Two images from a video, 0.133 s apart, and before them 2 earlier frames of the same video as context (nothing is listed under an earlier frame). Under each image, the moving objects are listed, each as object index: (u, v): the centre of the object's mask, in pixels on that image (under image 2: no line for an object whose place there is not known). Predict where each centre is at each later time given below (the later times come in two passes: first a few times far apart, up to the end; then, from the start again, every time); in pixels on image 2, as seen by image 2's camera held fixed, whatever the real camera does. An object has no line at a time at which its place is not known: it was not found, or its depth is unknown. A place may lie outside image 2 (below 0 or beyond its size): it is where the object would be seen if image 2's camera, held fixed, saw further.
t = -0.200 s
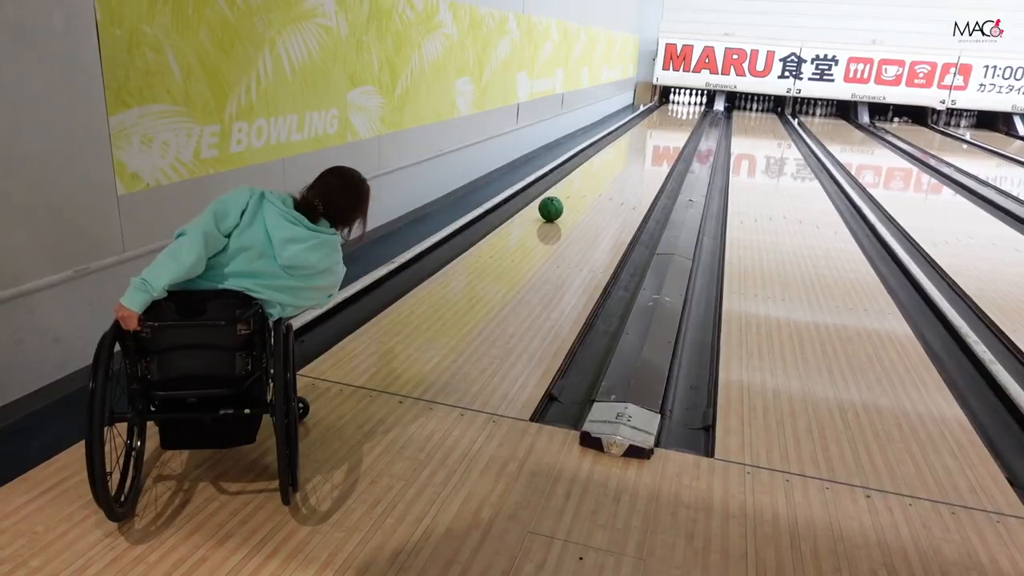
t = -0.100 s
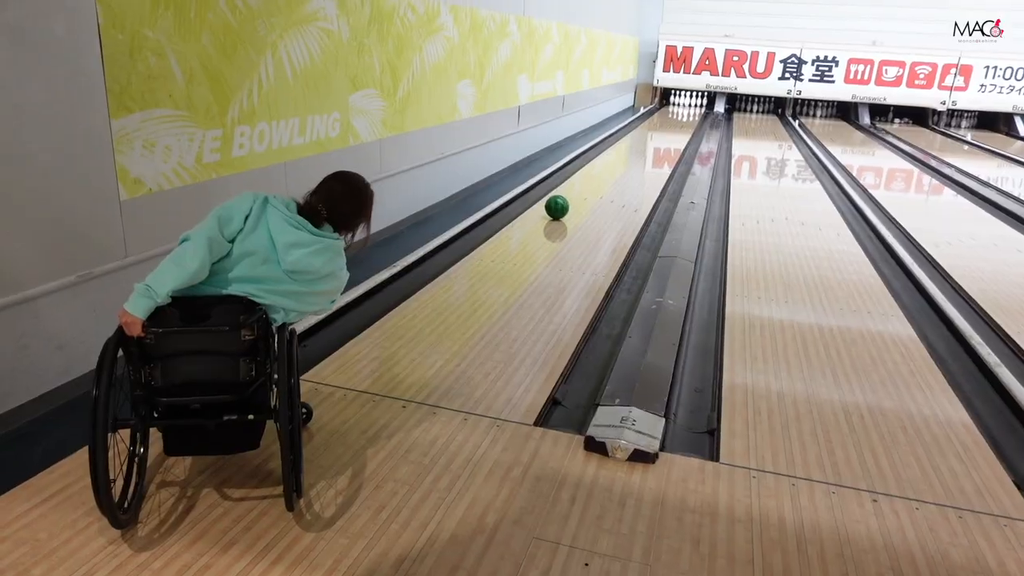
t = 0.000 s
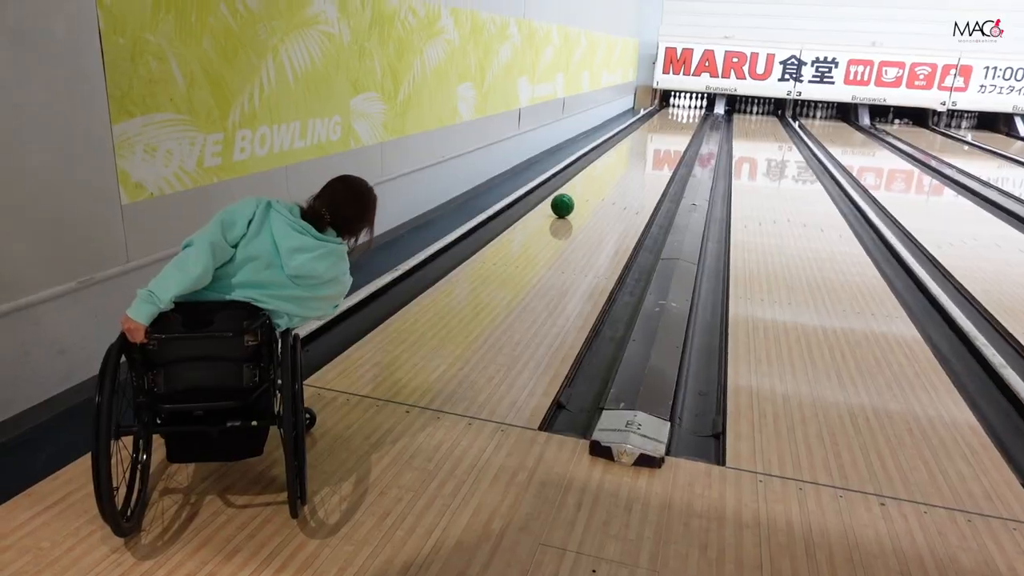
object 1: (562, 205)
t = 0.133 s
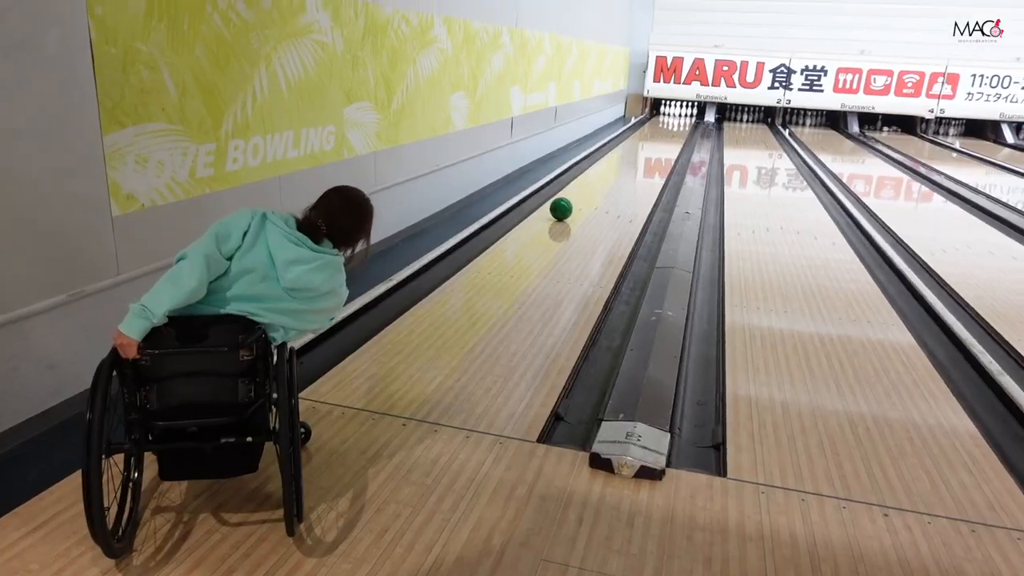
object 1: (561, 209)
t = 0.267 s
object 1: (565, 204)
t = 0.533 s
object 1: (574, 195)
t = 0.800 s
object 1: (581, 188)
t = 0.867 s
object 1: (582, 186)
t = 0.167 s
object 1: (562, 207)
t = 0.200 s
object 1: (563, 206)
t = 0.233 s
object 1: (564, 205)
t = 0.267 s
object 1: (565, 204)
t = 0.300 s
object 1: (566, 203)
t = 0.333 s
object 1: (567, 201)
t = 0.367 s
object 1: (568, 200)
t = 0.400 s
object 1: (570, 199)
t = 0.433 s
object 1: (571, 198)
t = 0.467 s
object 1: (571, 197)
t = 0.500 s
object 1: (573, 196)
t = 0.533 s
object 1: (574, 195)
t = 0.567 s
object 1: (574, 194)
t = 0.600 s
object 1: (575, 193)
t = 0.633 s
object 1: (576, 192)
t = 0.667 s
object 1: (577, 191)
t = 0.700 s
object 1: (578, 190)
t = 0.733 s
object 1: (579, 189)
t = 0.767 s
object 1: (580, 188)
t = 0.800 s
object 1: (581, 188)
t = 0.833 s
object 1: (581, 187)
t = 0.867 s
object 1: (582, 186)
